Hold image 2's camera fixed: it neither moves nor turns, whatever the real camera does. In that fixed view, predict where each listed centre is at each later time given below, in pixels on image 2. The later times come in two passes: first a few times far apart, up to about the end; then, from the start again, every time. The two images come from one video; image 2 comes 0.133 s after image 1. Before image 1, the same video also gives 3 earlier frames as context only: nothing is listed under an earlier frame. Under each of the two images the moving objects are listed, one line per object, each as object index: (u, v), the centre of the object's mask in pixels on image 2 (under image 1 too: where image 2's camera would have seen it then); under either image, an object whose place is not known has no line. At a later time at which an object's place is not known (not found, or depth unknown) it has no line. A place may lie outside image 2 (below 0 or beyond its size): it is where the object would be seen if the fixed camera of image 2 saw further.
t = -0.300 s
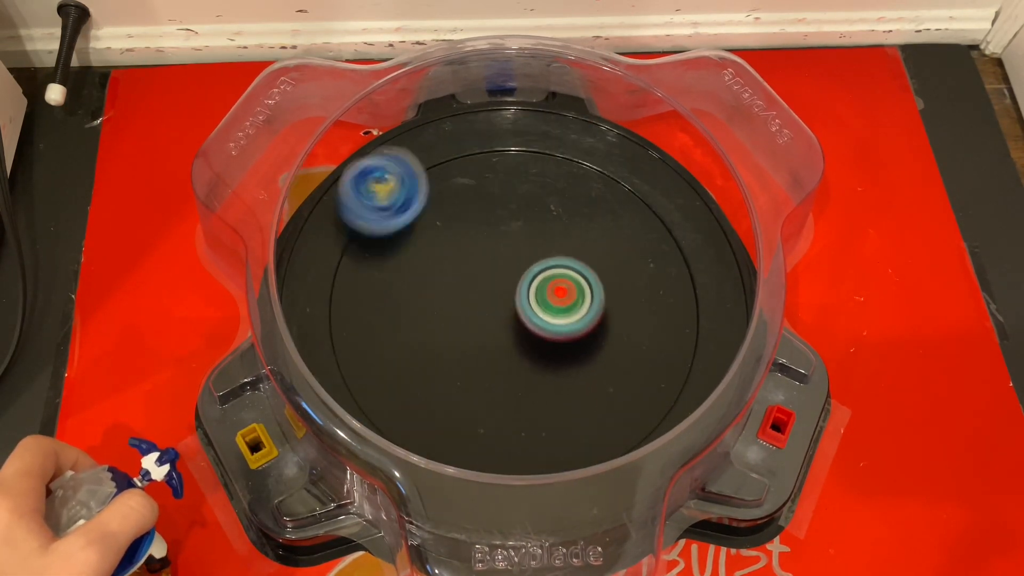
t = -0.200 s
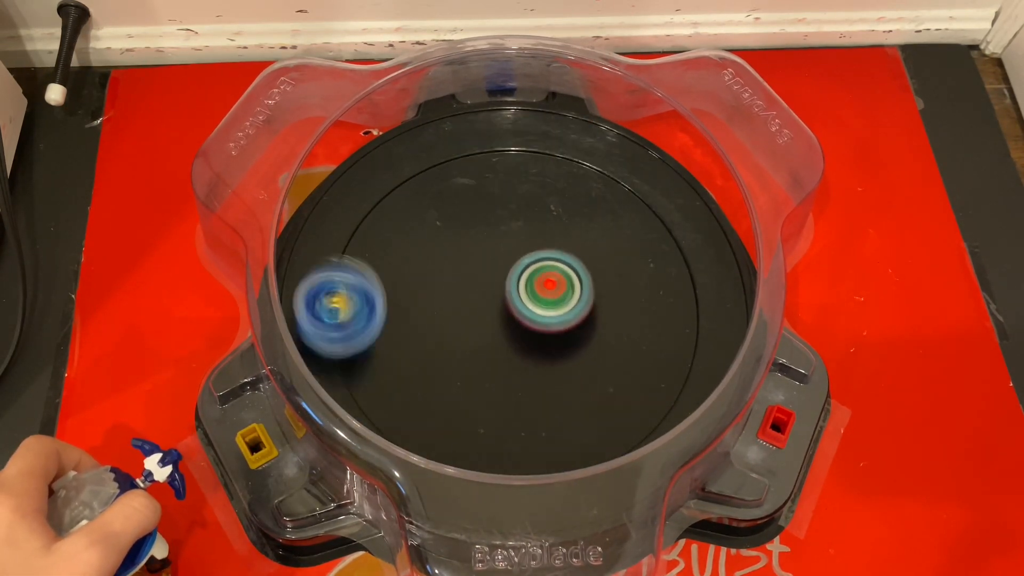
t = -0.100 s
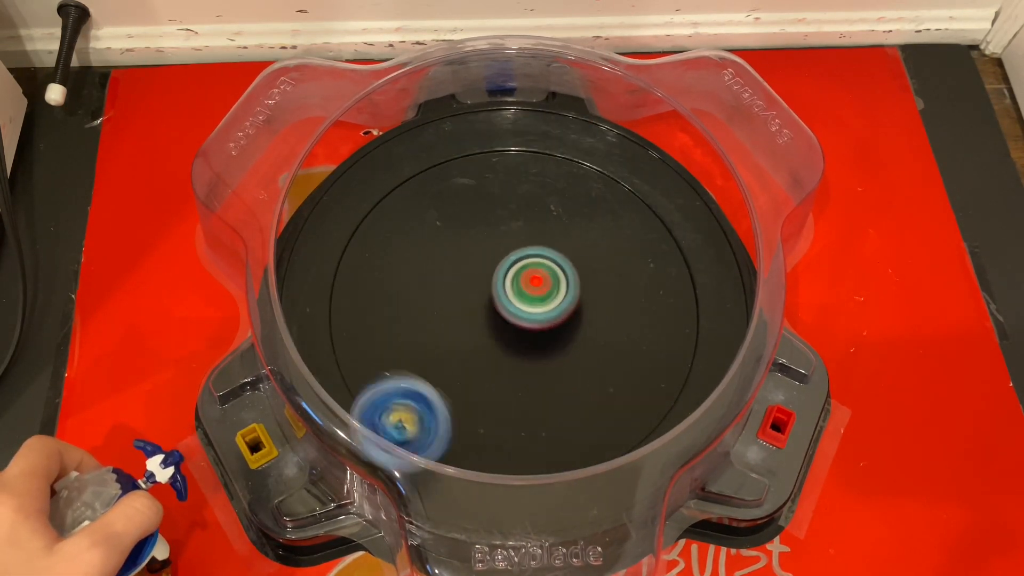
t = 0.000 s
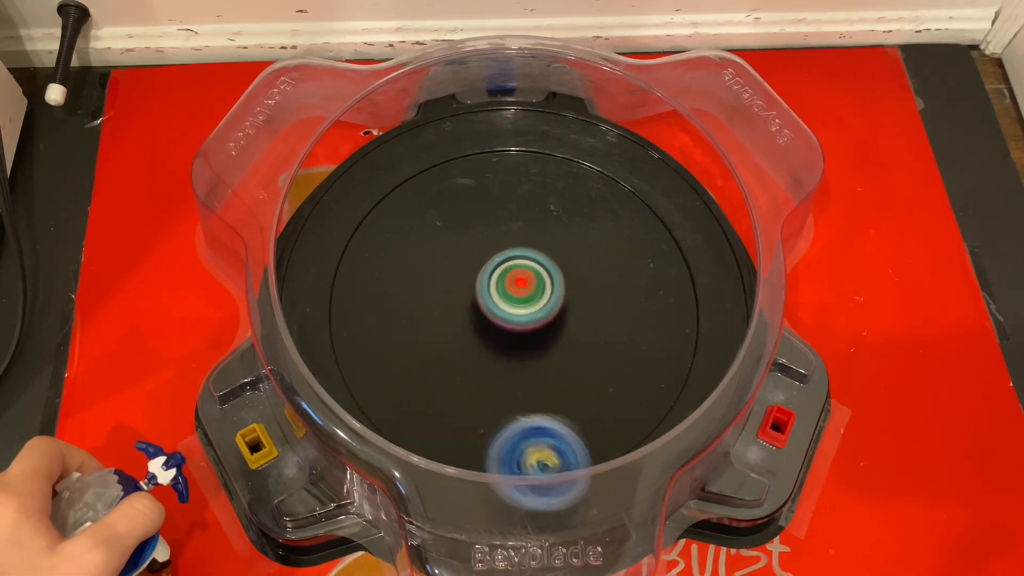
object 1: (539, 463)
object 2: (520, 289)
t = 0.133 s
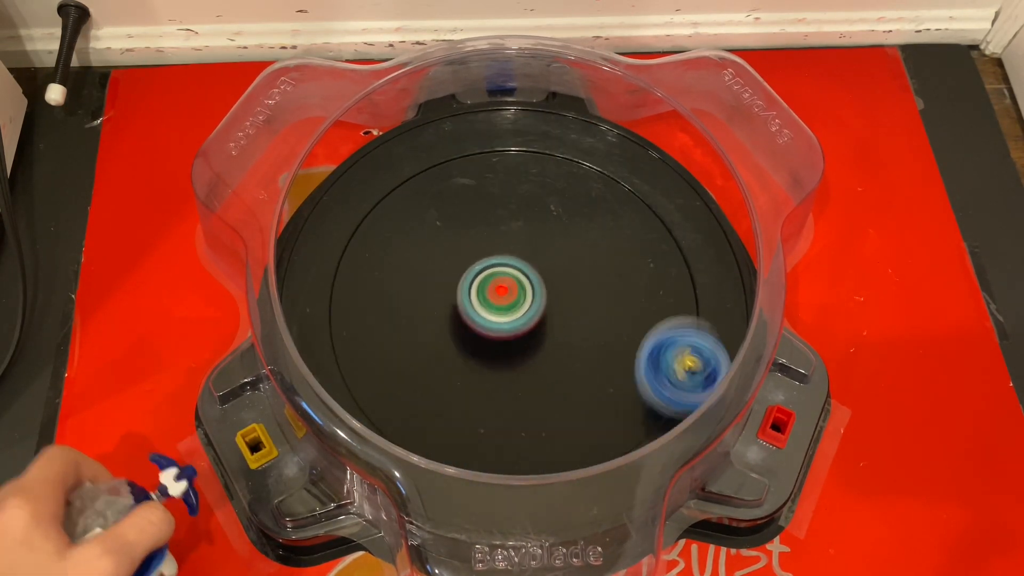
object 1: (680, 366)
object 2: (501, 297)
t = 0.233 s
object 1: (683, 248)
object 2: (490, 305)
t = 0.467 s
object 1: (440, 159)
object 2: (485, 326)
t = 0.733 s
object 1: (387, 408)
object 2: (511, 335)
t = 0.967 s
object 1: (665, 389)
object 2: (536, 325)
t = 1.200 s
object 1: (604, 169)
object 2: (544, 307)
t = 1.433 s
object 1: (375, 233)
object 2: (534, 294)
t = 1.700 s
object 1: (504, 461)
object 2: (513, 296)
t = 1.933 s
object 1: (679, 311)
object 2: (505, 312)
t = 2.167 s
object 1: (501, 183)
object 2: (514, 326)
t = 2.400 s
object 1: (336, 322)
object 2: (529, 324)
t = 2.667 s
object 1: (572, 438)
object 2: (533, 307)
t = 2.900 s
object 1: (628, 238)
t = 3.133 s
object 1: (436, 152)
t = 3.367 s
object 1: (361, 338)
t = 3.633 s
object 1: (617, 386)
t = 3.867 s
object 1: (650, 194)
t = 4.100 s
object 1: (455, 182)
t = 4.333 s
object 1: (433, 378)
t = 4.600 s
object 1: (660, 391)
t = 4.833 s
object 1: (622, 222)
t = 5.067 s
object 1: (430, 246)
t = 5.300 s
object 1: (409, 419)
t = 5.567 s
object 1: (631, 393)
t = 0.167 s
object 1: (695, 328)
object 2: (497, 300)
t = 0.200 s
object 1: (696, 287)
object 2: (494, 302)
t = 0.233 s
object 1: (683, 248)
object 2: (490, 305)
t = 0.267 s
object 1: (663, 211)
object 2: (487, 308)
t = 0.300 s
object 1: (635, 182)
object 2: (485, 312)
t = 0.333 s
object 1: (598, 163)
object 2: (484, 315)
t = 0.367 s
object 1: (559, 149)
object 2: (483, 318)
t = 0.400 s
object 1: (517, 142)
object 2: (483, 321)
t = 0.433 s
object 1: (477, 147)
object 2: (484, 324)
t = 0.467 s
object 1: (440, 159)
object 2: (485, 326)
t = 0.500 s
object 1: (406, 177)
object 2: (487, 329)
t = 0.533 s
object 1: (377, 201)
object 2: (489, 331)
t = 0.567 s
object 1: (355, 230)
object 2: (491, 332)
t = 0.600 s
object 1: (343, 264)
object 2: (495, 334)
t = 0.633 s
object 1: (338, 301)
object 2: (498, 335)
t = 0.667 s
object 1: (344, 339)
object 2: (503, 335)
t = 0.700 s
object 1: (363, 374)
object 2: (507, 335)
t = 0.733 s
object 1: (387, 408)
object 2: (511, 335)
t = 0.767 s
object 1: (422, 438)
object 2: (515, 334)
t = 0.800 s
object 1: (464, 459)
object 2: (519, 333)
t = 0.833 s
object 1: (508, 467)
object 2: (523, 332)
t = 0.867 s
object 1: (554, 462)
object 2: (526, 330)
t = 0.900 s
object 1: (596, 443)
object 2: (530, 329)
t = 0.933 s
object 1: (632, 415)
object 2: (533, 327)
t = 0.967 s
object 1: (665, 389)
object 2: (536, 325)
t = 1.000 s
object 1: (683, 357)
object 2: (538, 322)
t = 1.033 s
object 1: (689, 318)
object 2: (540, 320)
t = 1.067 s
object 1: (688, 280)
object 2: (542, 317)
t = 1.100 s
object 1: (679, 244)
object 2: (543, 315)
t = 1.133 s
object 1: (660, 214)
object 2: (544, 312)
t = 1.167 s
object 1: (634, 188)
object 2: (544, 309)
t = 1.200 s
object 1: (604, 169)
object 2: (544, 307)
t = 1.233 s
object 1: (571, 157)
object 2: (544, 304)
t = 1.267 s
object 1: (534, 153)
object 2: (543, 302)
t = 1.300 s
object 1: (497, 155)
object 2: (542, 300)
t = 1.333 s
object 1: (460, 165)
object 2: (540, 298)
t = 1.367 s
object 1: (427, 182)
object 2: (538, 296)
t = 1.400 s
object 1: (398, 204)
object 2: (536, 295)
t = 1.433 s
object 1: (375, 233)
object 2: (534, 294)
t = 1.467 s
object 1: (359, 266)
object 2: (531, 293)
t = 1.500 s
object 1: (352, 303)
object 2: (528, 292)
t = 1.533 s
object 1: (353, 342)
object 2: (526, 292)
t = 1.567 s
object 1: (365, 377)
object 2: (523, 292)
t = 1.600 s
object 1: (382, 413)
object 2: (521, 293)
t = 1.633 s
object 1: (417, 438)
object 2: (518, 293)
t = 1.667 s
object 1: (461, 453)
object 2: (516, 294)
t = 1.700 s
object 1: (504, 461)
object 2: (513, 296)
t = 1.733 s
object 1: (547, 460)
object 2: (511, 297)
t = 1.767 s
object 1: (587, 447)
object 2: (509, 300)
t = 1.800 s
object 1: (620, 424)
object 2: (508, 302)
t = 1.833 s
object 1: (646, 400)
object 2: (507, 304)
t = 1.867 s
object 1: (668, 374)
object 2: (506, 307)
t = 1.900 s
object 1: (679, 343)
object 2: (505, 309)
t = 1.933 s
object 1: (679, 311)
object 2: (505, 312)
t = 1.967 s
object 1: (671, 279)
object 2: (505, 315)
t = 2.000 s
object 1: (654, 251)
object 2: (506, 317)
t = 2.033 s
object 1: (632, 226)
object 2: (507, 319)
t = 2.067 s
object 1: (604, 206)
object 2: (508, 322)
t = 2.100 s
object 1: (571, 193)
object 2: (509, 324)
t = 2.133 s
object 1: (536, 185)
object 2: (511, 325)
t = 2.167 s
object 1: (501, 183)
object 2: (514, 326)
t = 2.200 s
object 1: (465, 187)
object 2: (516, 327)
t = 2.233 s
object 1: (431, 197)
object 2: (518, 327)
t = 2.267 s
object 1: (400, 212)
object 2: (521, 327)
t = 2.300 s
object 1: (373, 233)
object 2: (523, 327)
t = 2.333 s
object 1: (350, 258)
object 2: (525, 326)
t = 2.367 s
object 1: (333, 287)
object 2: (527, 325)
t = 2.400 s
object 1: (336, 322)
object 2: (529, 324)
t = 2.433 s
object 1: (354, 356)
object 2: (531, 322)
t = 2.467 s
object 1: (377, 386)
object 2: (532, 321)
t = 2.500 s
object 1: (399, 413)
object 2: (533, 319)
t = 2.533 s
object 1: (428, 436)
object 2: (533, 317)
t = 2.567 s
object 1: (462, 451)
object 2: (534, 314)
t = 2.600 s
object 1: (499, 456)
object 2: (534, 312)
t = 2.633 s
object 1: (538, 452)
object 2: (533, 310)
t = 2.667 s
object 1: (572, 438)
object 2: (533, 307)
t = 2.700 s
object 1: (601, 419)
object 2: (532, 305)
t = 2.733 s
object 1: (625, 395)
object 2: (531, 304)
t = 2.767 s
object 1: (642, 365)
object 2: (530, 302)
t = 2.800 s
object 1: (650, 333)
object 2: (529, 300)
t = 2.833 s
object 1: (651, 300)
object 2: (528, 299)
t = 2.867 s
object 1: (643, 268)
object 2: (526, 299)
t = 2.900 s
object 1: (628, 238)
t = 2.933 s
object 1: (608, 212)
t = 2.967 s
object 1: (584, 190)
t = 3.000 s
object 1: (557, 172)
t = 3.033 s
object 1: (528, 158)
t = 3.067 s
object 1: (498, 149)
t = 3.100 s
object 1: (465, 146)
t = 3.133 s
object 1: (436, 152)
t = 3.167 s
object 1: (410, 171)
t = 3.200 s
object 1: (387, 194)
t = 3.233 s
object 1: (369, 220)
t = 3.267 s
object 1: (356, 248)
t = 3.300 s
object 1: (350, 277)
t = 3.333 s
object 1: (352, 308)
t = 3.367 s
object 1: (361, 338)
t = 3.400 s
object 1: (380, 367)
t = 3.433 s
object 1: (406, 391)
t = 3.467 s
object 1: (440, 410)
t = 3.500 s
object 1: (478, 419)
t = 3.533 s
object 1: (516, 420)
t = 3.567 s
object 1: (552, 414)
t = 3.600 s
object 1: (586, 402)
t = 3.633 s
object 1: (617, 386)
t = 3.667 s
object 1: (643, 362)
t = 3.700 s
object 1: (660, 334)
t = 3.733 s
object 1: (670, 305)
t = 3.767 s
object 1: (676, 276)
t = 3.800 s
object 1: (676, 247)
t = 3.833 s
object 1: (669, 217)
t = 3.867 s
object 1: (650, 194)
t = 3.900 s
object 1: (623, 179)
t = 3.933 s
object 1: (595, 166)
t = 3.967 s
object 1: (566, 157)
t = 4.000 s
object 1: (535, 154)
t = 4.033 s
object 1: (506, 159)
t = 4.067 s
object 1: (480, 168)
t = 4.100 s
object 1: (455, 182)
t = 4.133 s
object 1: (432, 202)
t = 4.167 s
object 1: (415, 228)
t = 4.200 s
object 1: (406, 258)
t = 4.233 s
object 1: (403, 288)
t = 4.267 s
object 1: (405, 320)
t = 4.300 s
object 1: (414, 350)
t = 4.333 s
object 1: (433, 378)
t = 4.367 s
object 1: (457, 400)
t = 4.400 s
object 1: (483, 419)
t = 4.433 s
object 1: (513, 433)
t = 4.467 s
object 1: (548, 435)
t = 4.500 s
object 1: (581, 432)
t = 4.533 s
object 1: (610, 425)
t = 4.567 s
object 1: (640, 412)
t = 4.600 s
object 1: (660, 391)
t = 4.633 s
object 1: (673, 369)
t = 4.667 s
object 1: (682, 342)
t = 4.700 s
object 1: (683, 312)
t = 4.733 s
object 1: (676, 286)
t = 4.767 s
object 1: (665, 261)
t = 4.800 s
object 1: (646, 238)
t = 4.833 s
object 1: (622, 222)
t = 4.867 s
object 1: (596, 210)
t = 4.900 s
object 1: (566, 202)
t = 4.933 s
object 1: (535, 202)
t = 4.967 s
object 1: (506, 206)
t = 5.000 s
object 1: (476, 214)
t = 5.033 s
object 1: (452, 229)
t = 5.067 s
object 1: (430, 246)
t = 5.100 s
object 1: (409, 266)
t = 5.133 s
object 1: (395, 290)
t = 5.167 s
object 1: (385, 315)
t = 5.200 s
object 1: (380, 343)
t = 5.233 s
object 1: (384, 371)
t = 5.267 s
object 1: (396, 395)
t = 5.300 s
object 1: (409, 419)
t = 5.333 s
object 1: (435, 439)
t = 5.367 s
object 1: (463, 452)
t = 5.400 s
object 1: (494, 462)
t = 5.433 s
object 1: (527, 455)
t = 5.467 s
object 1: (556, 441)
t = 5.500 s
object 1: (588, 431)
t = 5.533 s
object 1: (612, 414)
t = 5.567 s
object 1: (631, 393)
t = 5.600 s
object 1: (642, 364)
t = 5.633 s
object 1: (646, 337)
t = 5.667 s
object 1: (647, 307)
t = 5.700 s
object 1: (637, 280)
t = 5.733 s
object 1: (626, 255)
